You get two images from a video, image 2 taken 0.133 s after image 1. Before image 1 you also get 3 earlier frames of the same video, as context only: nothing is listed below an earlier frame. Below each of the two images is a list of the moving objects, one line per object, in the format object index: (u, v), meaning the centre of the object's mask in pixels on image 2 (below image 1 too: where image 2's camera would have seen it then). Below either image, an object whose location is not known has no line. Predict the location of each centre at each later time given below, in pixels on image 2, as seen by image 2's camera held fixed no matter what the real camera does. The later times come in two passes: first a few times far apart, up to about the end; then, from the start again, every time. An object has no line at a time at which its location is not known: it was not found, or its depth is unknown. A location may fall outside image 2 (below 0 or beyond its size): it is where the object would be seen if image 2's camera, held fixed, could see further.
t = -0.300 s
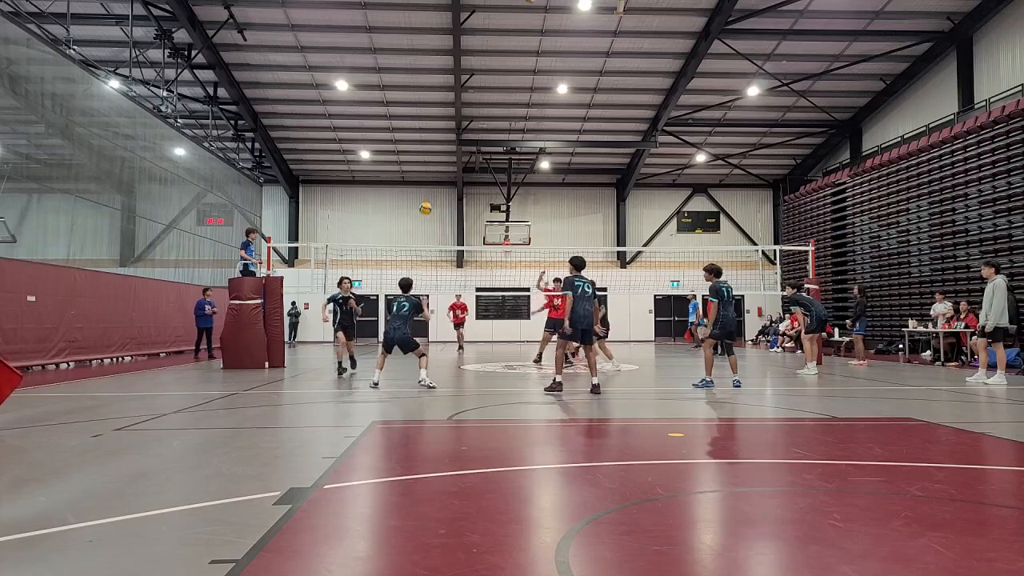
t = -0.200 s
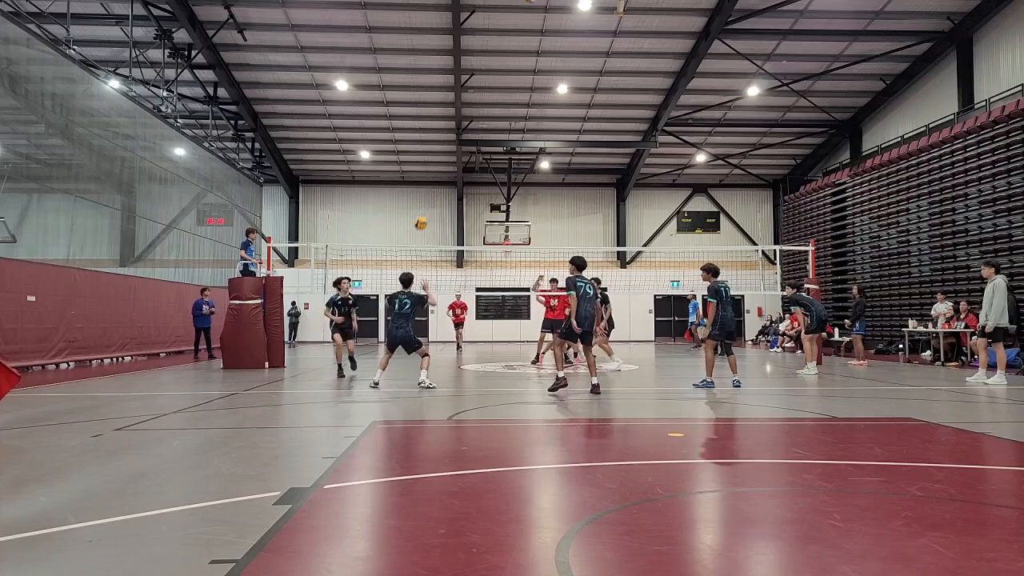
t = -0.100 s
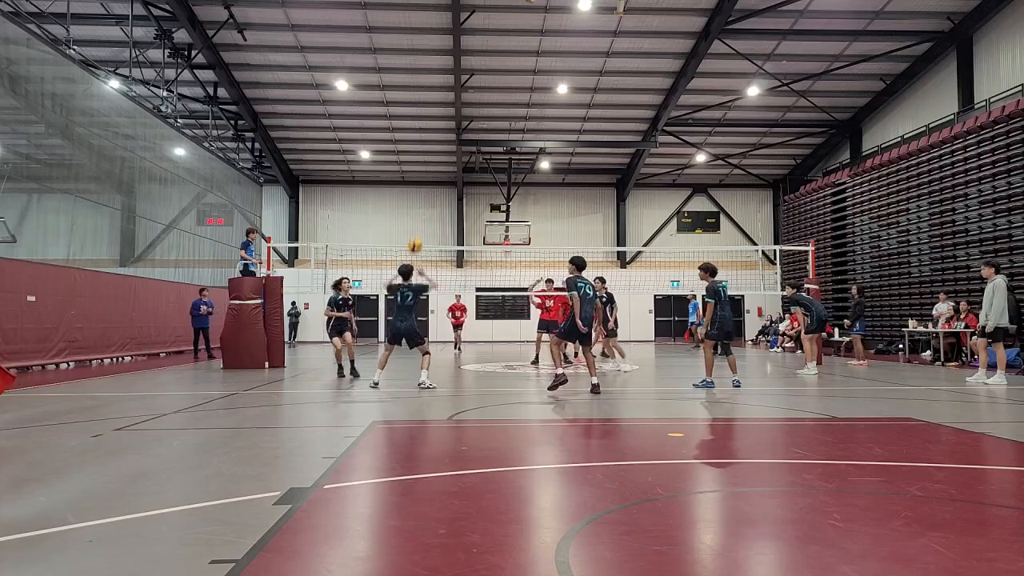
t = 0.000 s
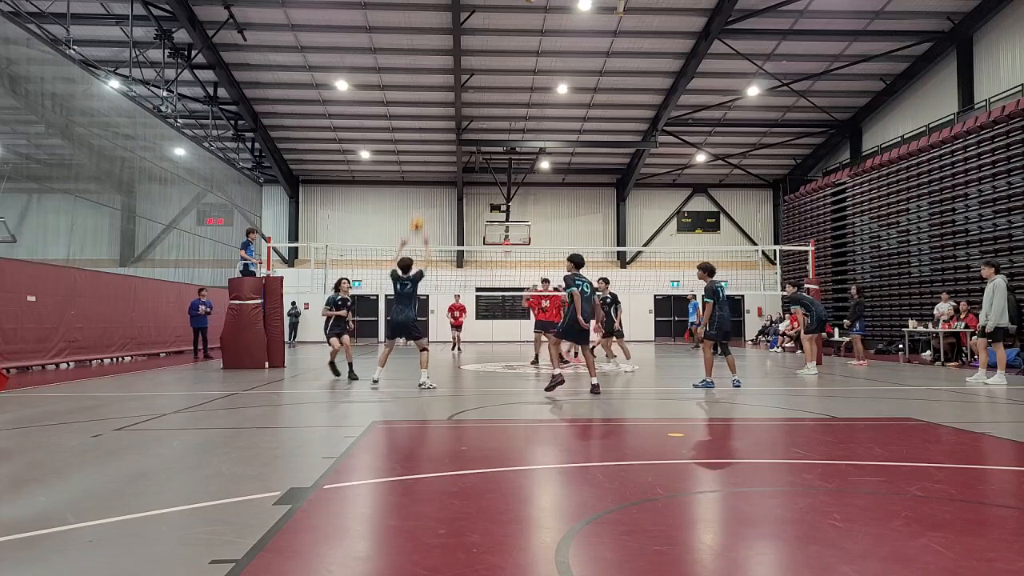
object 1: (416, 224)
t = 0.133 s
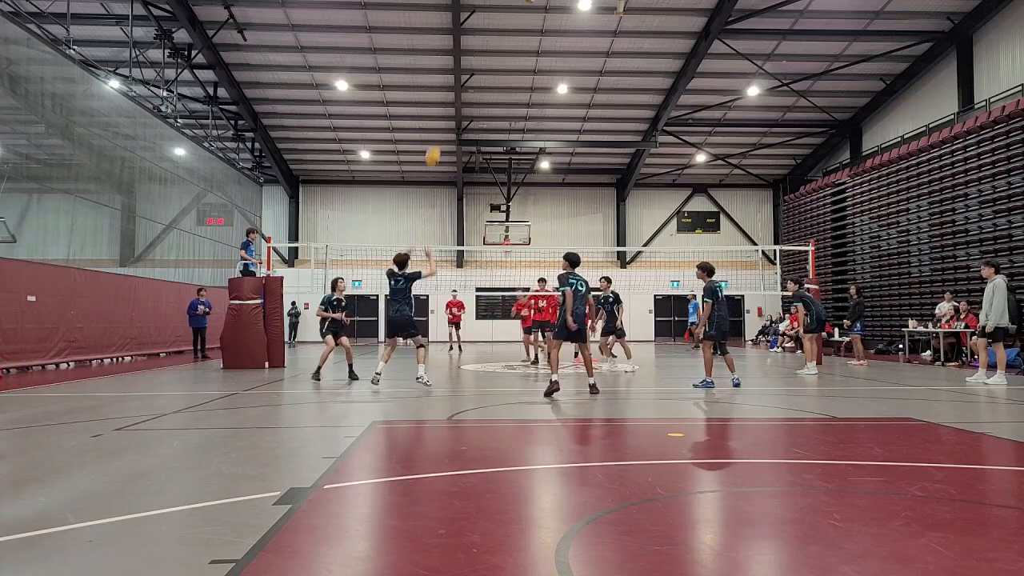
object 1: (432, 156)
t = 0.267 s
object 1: (446, 104)
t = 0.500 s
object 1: (465, 51)
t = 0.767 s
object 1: (482, 36)
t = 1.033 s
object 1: (498, 61)
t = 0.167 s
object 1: (436, 142)
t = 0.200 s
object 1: (439, 129)
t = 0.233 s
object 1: (442, 117)
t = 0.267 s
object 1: (446, 104)
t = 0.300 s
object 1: (448, 95)
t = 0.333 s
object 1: (452, 85)
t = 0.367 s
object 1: (454, 77)
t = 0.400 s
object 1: (456, 70)
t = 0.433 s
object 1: (459, 63)
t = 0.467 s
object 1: (462, 56)
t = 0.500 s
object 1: (465, 51)
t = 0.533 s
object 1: (467, 47)
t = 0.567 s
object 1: (469, 44)
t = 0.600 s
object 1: (472, 40)
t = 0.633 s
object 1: (473, 38)
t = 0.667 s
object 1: (476, 37)
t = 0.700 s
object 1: (478, 36)
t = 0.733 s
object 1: (480, 36)
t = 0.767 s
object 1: (482, 36)
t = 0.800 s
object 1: (484, 37)
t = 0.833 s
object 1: (487, 39)
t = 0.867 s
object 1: (489, 41)
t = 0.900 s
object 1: (491, 45)
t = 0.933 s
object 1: (493, 48)
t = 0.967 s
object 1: (494, 51)
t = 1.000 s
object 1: (496, 56)
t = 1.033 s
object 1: (498, 61)
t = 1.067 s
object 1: (501, 67)
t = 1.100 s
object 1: (502, 72)
